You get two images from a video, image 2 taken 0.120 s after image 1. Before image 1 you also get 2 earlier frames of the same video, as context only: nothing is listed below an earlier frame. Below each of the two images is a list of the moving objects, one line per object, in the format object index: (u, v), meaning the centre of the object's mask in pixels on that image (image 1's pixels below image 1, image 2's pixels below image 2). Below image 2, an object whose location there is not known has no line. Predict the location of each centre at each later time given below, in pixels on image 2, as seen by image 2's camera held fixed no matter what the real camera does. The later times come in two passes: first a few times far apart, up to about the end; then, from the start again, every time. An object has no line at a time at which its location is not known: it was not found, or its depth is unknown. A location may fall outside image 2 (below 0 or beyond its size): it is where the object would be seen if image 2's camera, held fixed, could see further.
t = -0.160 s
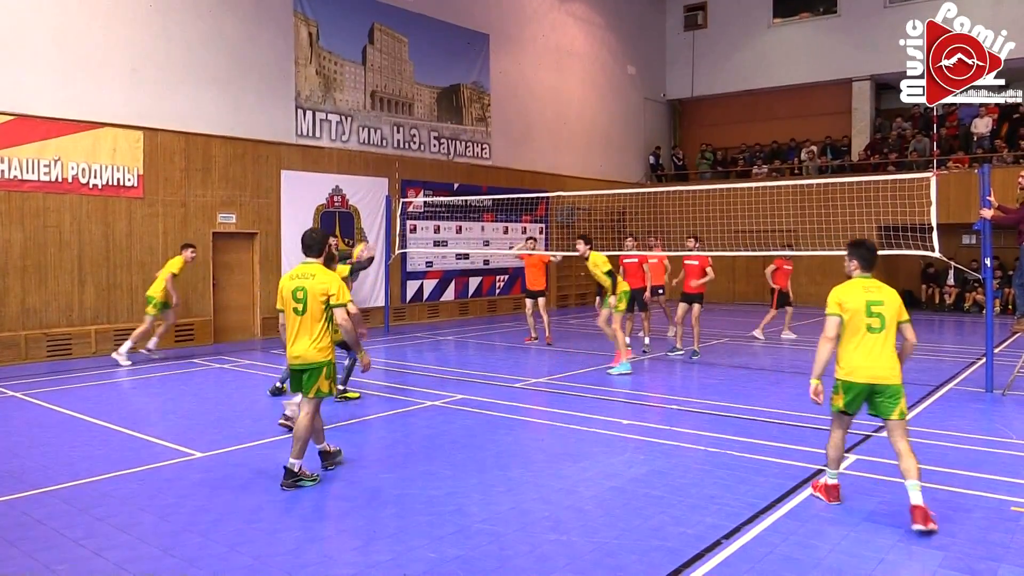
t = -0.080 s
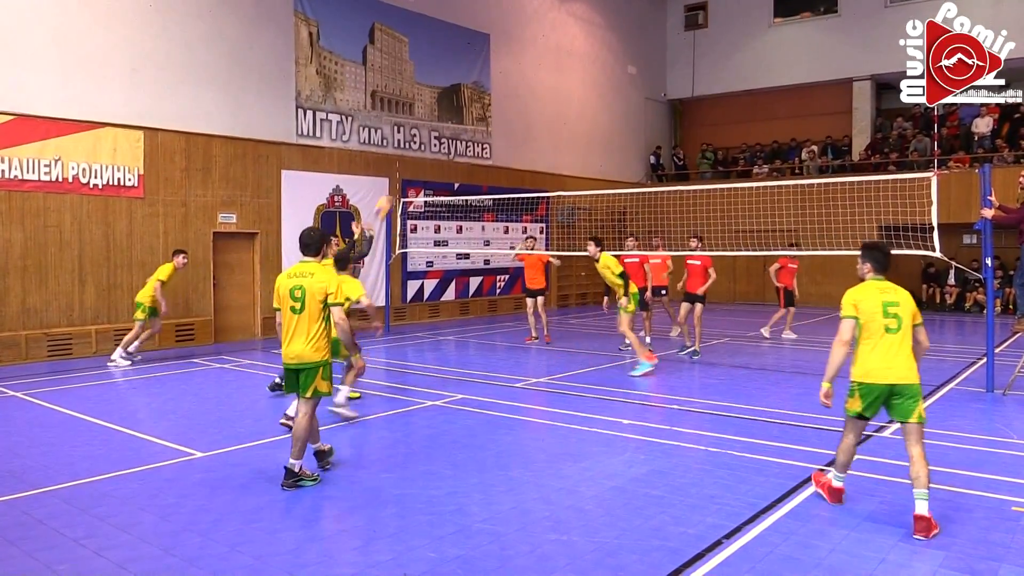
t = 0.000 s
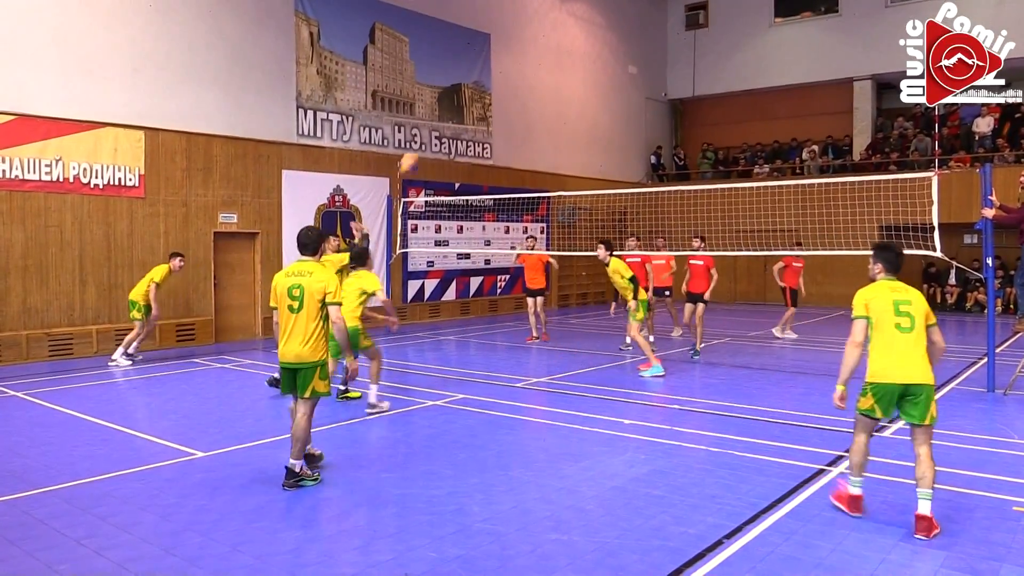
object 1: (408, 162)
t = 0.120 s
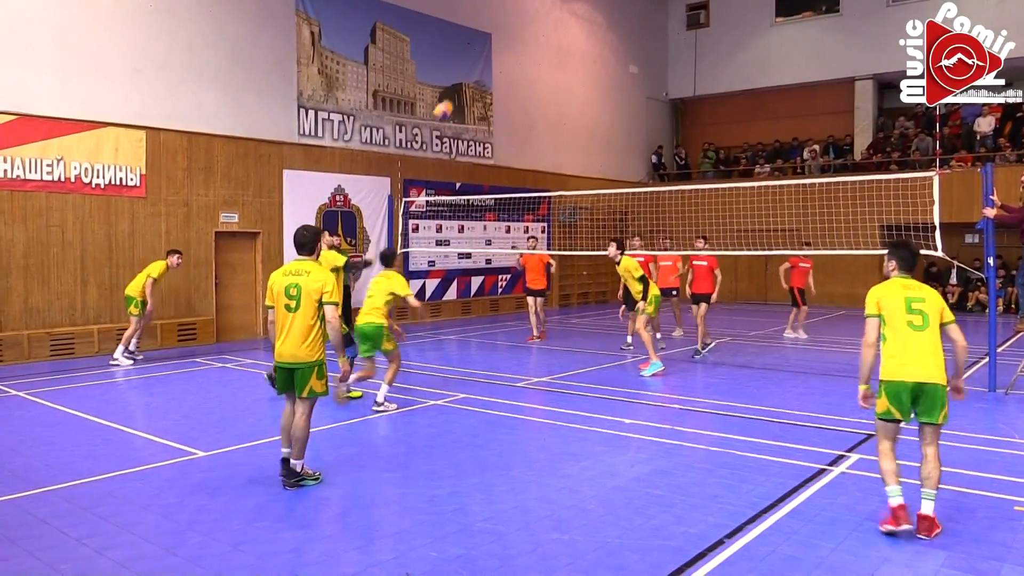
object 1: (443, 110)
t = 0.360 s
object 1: (508, 48)
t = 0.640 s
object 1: (577, 44)
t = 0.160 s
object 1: (454, 96)
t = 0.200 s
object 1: (465, 83)
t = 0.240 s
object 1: (477, 73)
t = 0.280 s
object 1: (487, 63)
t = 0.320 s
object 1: (498, 55)
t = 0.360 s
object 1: (508, 48)
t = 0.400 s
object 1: (518, 44)
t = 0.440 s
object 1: (528, 40)
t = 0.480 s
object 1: (538, 38)
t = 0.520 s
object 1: (548, 37)
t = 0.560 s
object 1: (558, 38)
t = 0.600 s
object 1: (567, 41)
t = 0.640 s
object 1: (577, 44)
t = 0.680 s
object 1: (587, 49)
